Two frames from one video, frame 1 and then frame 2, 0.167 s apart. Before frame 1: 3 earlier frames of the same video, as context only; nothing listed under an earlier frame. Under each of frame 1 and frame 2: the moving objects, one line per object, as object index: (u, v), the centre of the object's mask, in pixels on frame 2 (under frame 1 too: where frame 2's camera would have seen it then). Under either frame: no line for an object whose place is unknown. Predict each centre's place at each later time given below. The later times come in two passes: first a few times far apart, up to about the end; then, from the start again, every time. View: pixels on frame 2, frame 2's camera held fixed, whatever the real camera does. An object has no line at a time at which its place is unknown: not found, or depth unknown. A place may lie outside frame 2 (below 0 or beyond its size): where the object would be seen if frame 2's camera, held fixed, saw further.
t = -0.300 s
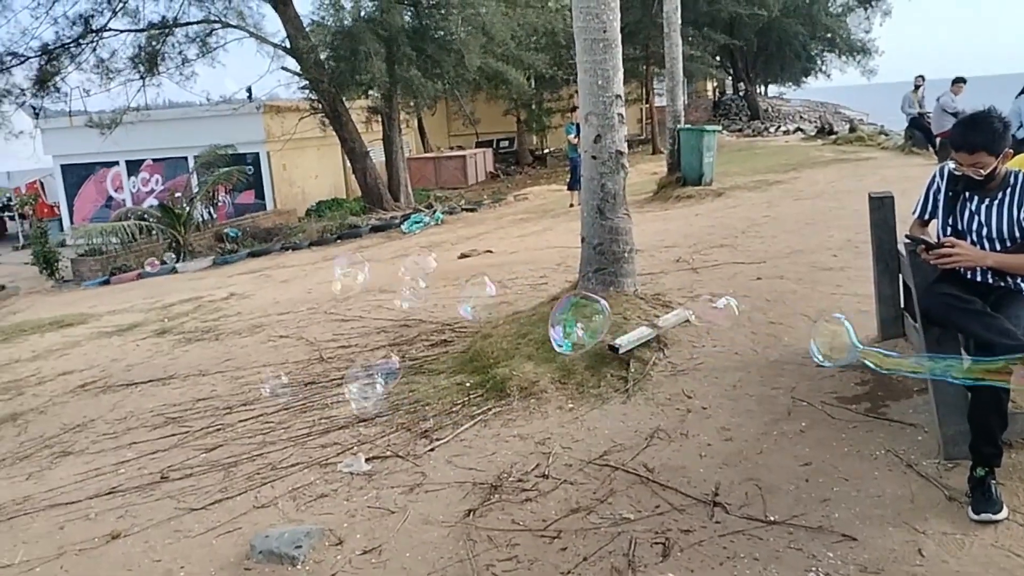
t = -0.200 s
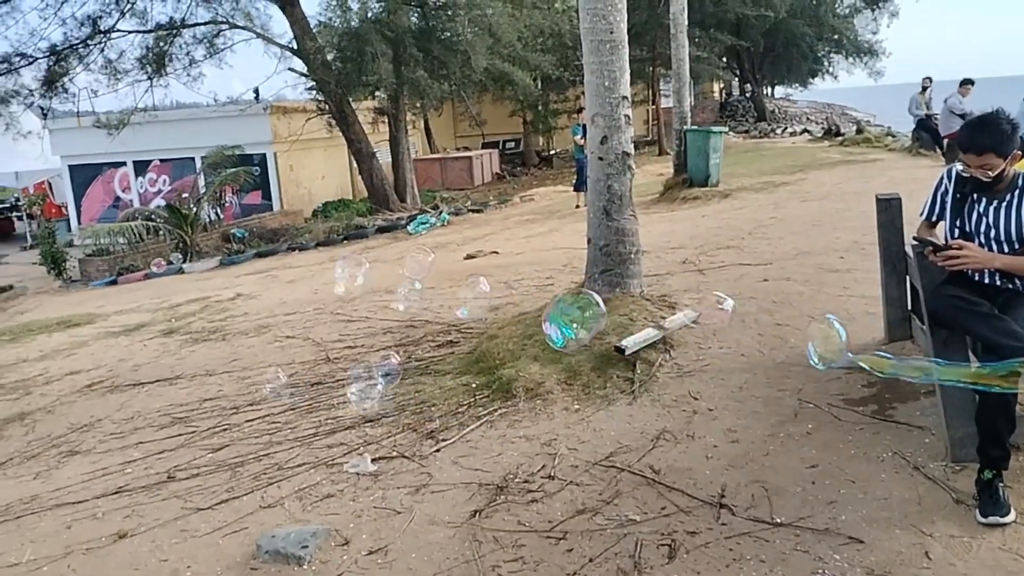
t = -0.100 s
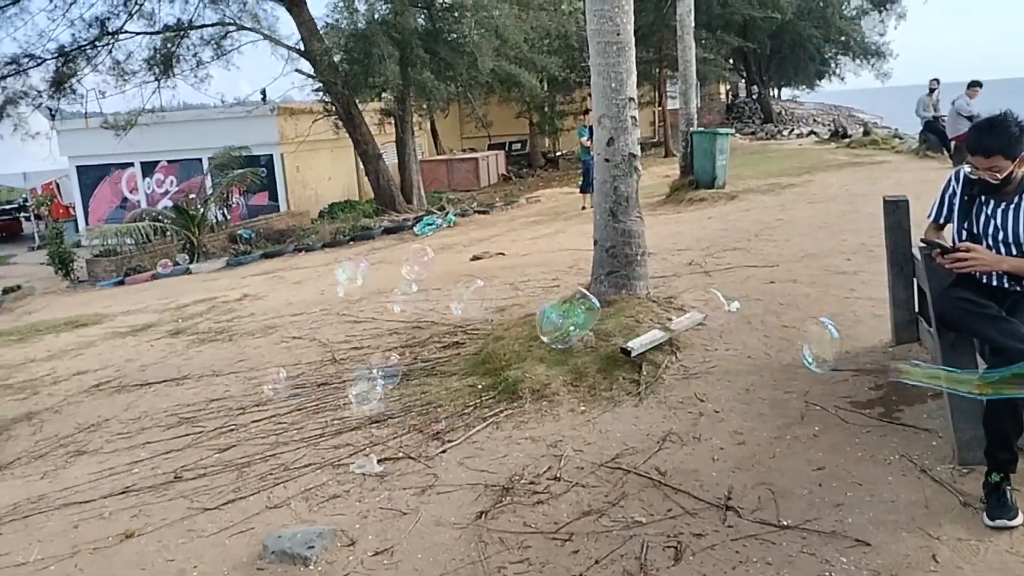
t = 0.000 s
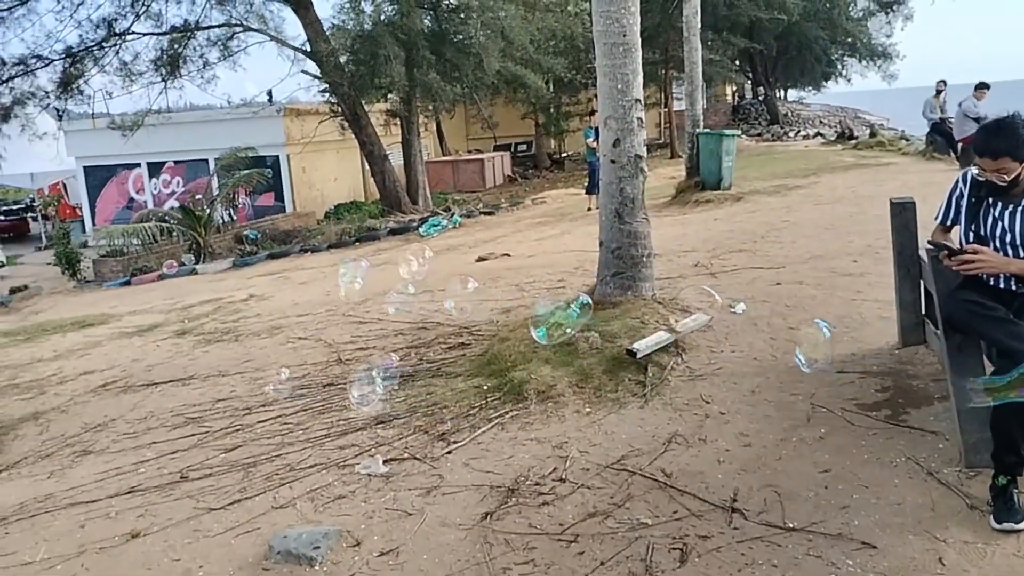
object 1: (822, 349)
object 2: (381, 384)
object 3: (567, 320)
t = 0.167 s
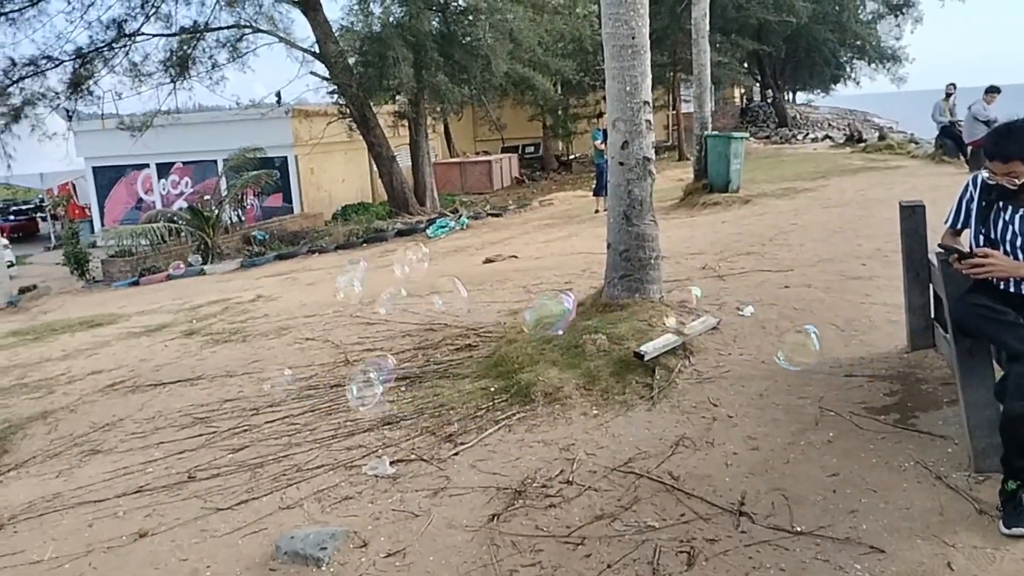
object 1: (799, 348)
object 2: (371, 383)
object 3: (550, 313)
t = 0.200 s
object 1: (794, 348)
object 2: (368, 381)
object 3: (546, 312)
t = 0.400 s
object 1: (770, 349)
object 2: (358, 382)
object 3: (529, 305)
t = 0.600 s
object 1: (749, 352)
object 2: (348, 382)
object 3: (514, 297)
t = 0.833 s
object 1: (723, 357)
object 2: (335, 380)
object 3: (501, 291)
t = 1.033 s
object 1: (703, 362)
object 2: (326, 379)
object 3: (485, 285)
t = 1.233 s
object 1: (680, 368)
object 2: (318, 378)
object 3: (476, 279)
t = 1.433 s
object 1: (658, 375)
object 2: (309, 377)
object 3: (467, 276)
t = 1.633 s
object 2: (299, 377)
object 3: (457, 274)
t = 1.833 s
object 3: (450, 272)
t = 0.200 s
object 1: (794, 348)
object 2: (368, 381)
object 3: (546, 312)
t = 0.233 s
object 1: (790, 349)
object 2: (366, 382)
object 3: (543, 311)
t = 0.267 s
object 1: (786, 348)
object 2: (365, 383)
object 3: (540, 309)
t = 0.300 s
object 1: (782, 349)
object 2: (363, 383)
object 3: (537, 307)
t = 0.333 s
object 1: (777, 349)
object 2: (362, 383)
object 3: (534, 306)
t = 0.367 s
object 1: (773, 348)
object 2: (359, 381)
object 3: (530, 305)
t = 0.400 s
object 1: (770, 349)
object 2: (358, 382)
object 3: (529, 305)
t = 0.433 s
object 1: (767, 350)
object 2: (356, 382)
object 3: (525, 302)
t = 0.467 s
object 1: (763, 350)
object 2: (355, 382)
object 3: (523, 301)
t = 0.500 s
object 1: (759, 350)
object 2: (354, 382)
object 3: (522, 301)
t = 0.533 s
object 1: (756, 351)
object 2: (352, 383)
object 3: (520, 300)
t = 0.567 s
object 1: (752, 351)
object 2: (349, 382)
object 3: (517, 298)
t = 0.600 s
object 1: (749, 352)
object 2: (348, 382)
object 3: (514, 297)
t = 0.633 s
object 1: (745, 352)
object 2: (345, 380)
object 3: (511, 295)
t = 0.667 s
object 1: (741, 352)
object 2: (344, 381)
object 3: (510, 295)
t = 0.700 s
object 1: (737, 353)
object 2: (342, 380)
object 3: (507, 293)
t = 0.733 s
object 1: (734, 354)
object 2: (340, 381)
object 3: (506, 292)
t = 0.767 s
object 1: (730, 355)
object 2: (338, 380)
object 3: (504, 292)
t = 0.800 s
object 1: (727, 357)
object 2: (336, 380)
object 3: (502, 291)
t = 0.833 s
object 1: (723, 357)
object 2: (335, 380)
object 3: (501, 291)
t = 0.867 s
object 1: (719, 358)
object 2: (332, 380)
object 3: (499, 291)
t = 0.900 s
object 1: (715, 359)
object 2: (331, 380)
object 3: (497, 291)
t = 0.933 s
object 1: (711, 359)
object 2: (330, 380)
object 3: (495, 290)
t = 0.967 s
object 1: (708, 360)
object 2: (329, 379)
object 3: (494, 290)
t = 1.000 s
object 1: (705, 361)
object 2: (328, 379)
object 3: (489, 288)
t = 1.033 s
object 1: (703, 362)
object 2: (326, 379)
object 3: (485, 285)
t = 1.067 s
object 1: (700, 363)
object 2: (326, 378)
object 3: (484, 285)
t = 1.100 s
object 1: (698, 364)
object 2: (324, 378)
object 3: (481, 281)
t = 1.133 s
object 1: (696, 365)
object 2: (324, 377)
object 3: (480, 281)
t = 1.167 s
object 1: (694, 366)
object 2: (322, 377)
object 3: (478, 280)
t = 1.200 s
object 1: (684, 367)
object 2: (320, 378)
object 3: (477, 280)
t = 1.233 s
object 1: (680, 368)
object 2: (318, 378)
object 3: (476, 279)
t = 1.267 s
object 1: (677, 370)
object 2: (317, 377)
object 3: (474, 278)
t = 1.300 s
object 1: (674, 370)
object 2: (315, 377)
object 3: (473, 278)
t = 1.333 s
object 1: (668, 371)
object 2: (314, 377)
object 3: (472, 278)
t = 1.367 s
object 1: (664, 372)
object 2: (312, 377)
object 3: (469, 276)
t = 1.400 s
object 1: (661, 373)
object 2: (310, 377)
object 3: (469, 276)
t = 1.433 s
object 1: (658, 375)
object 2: (309, 377)
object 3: (467, 276)
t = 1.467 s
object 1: (654, 377)
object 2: (307, 376)
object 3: (466, 276)
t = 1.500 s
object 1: (652, 378)
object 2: (306, 376)
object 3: (465, 276)
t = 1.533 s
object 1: (649, 378)
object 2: (304, 376)
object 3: (463, 276)
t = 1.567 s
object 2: (302, 376)
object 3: (461, 275)
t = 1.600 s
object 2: (301, 376)
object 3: (460, 275)
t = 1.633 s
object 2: (299, 377)
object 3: (457, 274)
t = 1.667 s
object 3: (456, 274)
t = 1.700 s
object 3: (455, 273)
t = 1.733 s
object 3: (454, 273)
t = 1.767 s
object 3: (452, 272)
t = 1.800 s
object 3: (451, 272)
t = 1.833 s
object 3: (450, 272)
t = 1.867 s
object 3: (449, 272)
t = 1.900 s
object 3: (448, 272)
